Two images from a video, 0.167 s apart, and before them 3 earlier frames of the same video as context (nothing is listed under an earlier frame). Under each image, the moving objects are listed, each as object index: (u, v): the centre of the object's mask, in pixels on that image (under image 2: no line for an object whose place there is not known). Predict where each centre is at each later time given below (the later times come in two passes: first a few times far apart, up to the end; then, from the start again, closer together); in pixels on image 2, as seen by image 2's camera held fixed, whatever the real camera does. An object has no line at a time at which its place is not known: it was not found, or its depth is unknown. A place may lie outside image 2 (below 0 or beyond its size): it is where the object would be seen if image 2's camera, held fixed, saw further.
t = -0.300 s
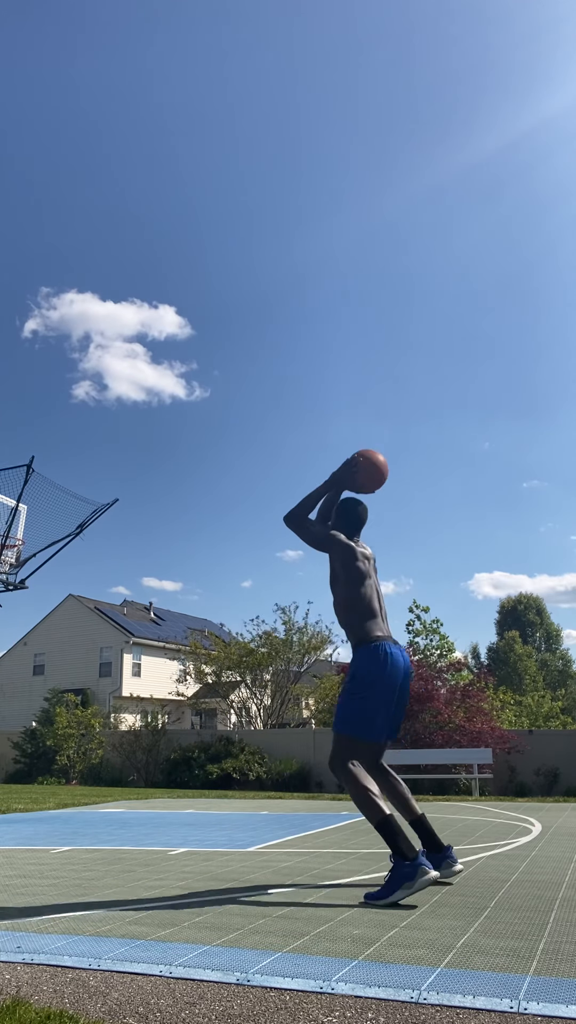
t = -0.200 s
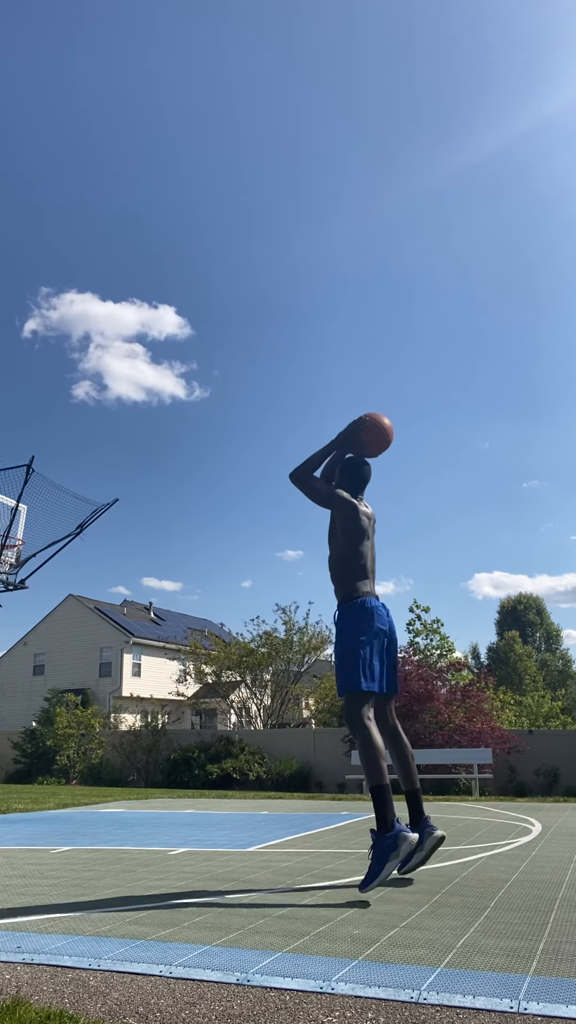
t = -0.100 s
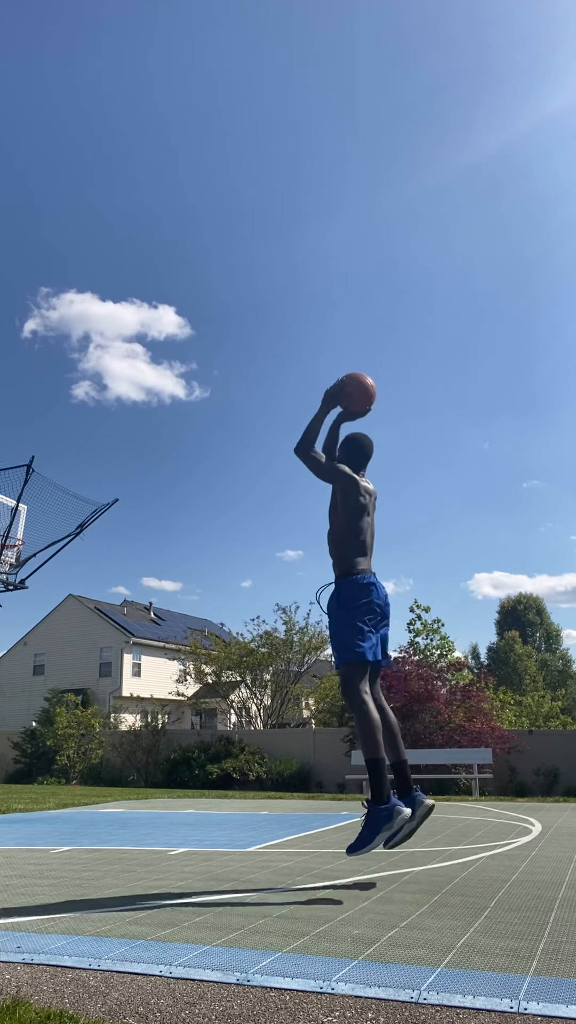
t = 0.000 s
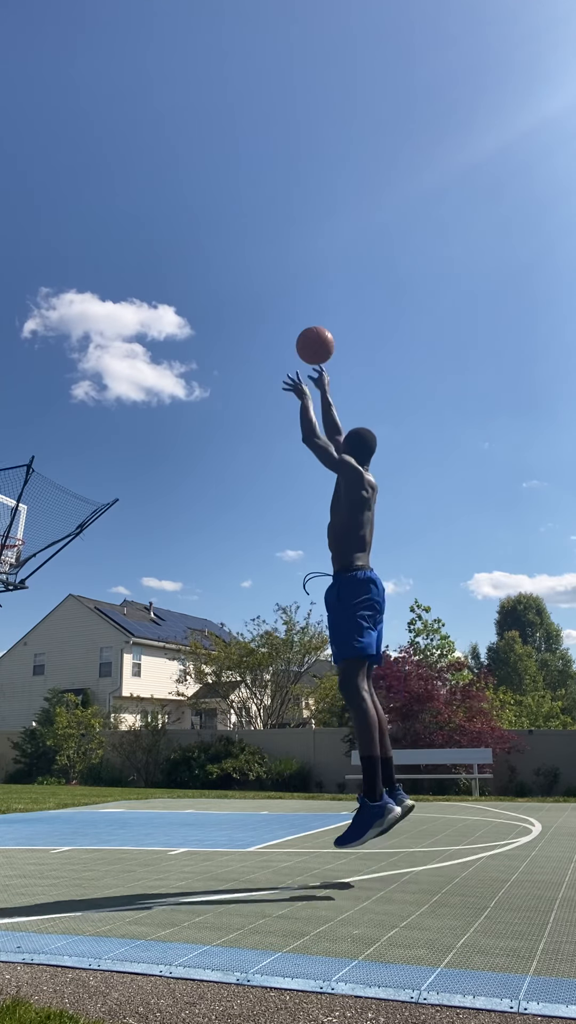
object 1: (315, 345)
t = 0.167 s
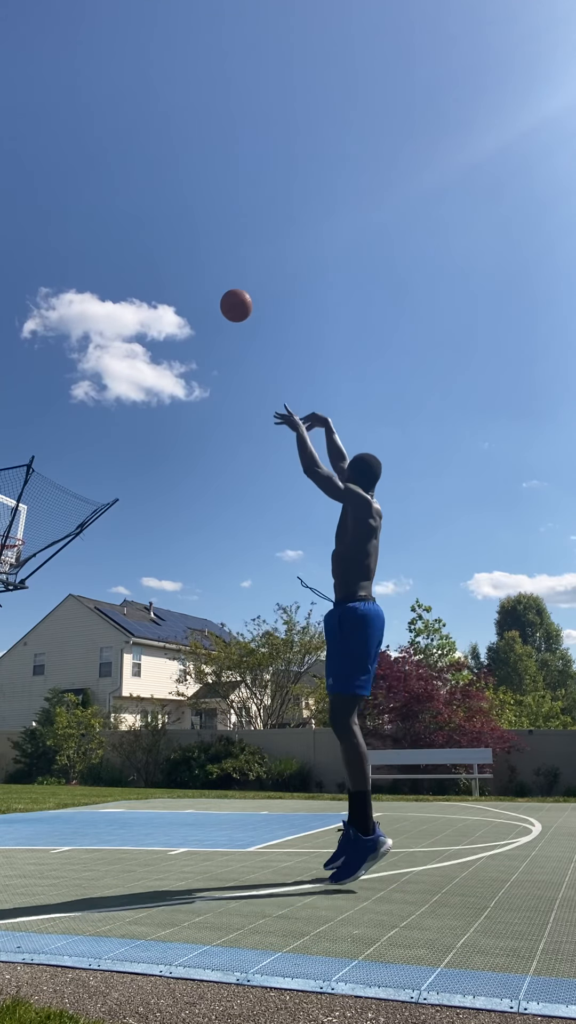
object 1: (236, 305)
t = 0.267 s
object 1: (200, 301)
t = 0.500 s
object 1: (133, 330)
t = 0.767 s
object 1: (73, 409)
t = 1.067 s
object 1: (19, 535)
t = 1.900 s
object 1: (7, 541)
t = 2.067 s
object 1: (17, 552)
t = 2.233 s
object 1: (10, 559)
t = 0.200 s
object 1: (223, 303)
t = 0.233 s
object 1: (211, 302)
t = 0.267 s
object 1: (200, 301)
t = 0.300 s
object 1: (189, 302)
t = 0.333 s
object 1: (179, 305)
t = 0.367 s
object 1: (169, 308)
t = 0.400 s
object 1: (159, 312)
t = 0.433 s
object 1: (150, 317)
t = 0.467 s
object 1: (141, 323)
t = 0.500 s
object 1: (133, 330)
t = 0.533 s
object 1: (124, 337)
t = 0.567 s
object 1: (117, 346)
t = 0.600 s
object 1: (109, 354)
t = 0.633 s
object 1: (101, 364)
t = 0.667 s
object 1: (94, 374)
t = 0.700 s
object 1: (87, 385)
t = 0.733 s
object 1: (80, 396)
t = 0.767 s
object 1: (73, 409)
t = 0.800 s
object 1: (67, 421)
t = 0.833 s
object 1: (60, 434)
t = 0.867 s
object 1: (54, 448)
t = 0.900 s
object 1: (48, 462)
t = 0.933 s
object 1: (42, 477)
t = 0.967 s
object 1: (36, 491)
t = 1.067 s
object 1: (19, 535)
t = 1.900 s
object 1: (7, 541)
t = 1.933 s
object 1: (13, 547)
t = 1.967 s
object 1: (15, 550)
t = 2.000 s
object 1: (17, 552)
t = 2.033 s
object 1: (17, 552)
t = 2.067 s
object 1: (17, 552)
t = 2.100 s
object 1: (16, 554)
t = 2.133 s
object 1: (12, 557)
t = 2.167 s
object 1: (12, 557)
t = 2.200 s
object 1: (8, 563)
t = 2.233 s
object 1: (10, 559)
